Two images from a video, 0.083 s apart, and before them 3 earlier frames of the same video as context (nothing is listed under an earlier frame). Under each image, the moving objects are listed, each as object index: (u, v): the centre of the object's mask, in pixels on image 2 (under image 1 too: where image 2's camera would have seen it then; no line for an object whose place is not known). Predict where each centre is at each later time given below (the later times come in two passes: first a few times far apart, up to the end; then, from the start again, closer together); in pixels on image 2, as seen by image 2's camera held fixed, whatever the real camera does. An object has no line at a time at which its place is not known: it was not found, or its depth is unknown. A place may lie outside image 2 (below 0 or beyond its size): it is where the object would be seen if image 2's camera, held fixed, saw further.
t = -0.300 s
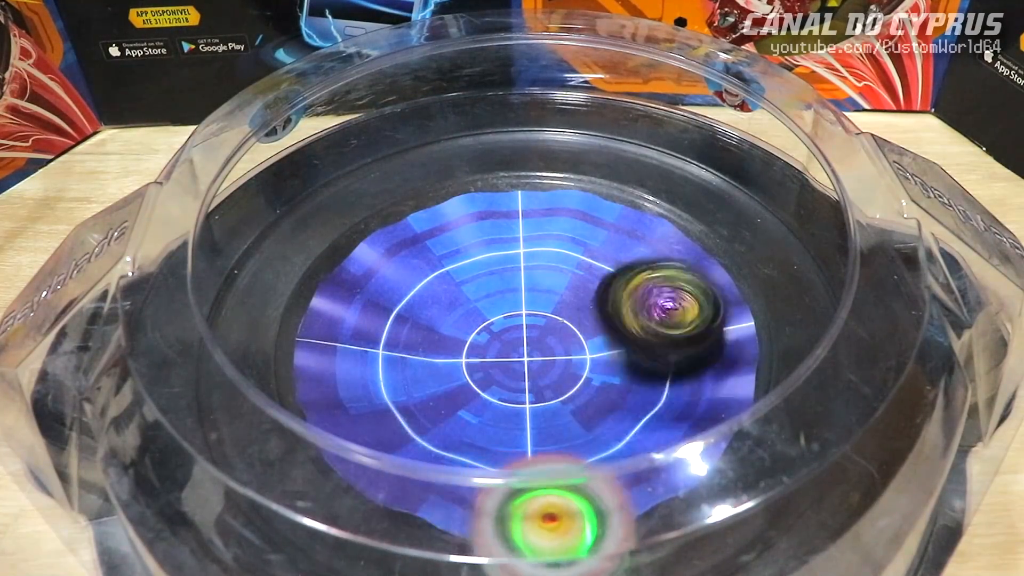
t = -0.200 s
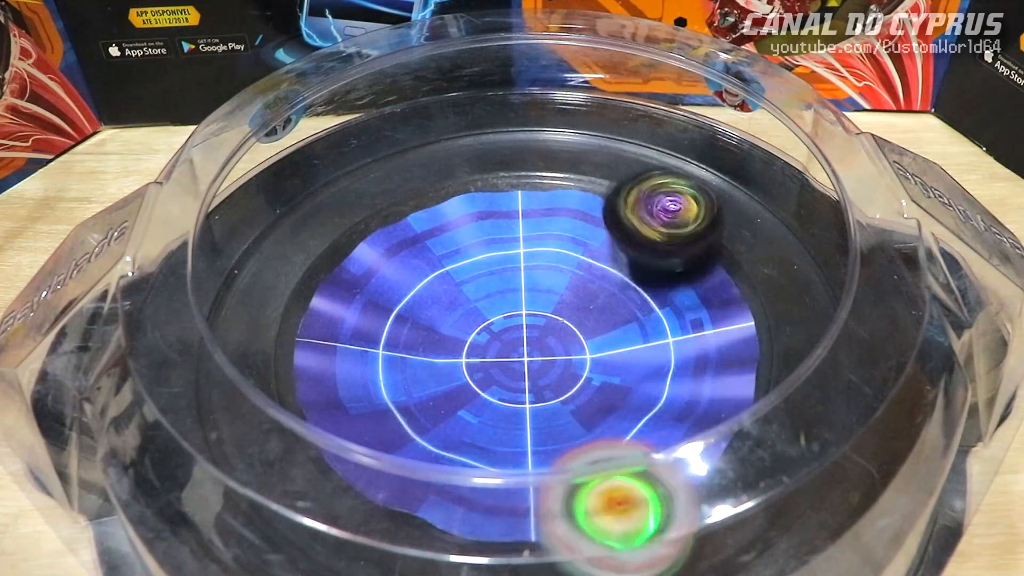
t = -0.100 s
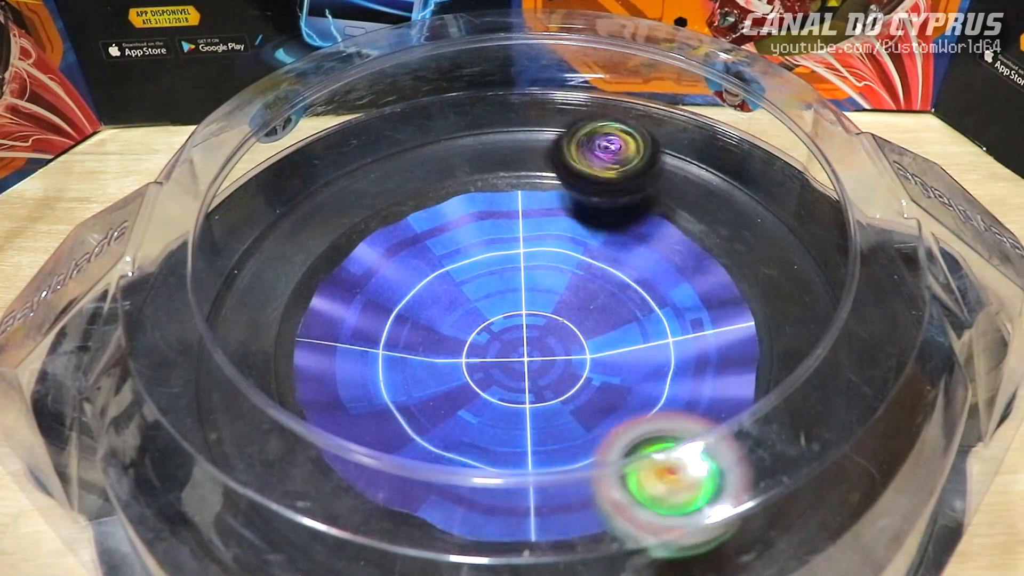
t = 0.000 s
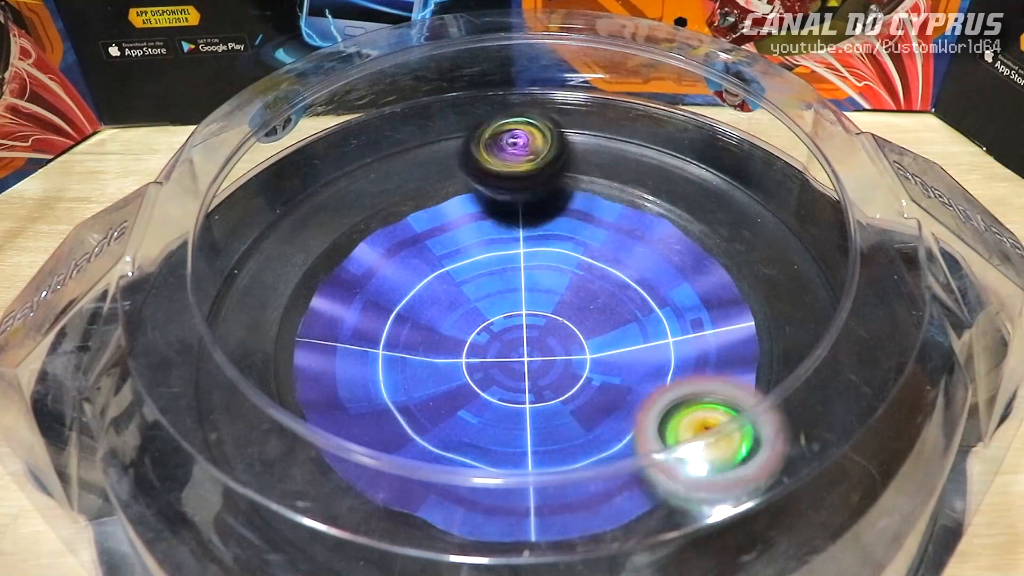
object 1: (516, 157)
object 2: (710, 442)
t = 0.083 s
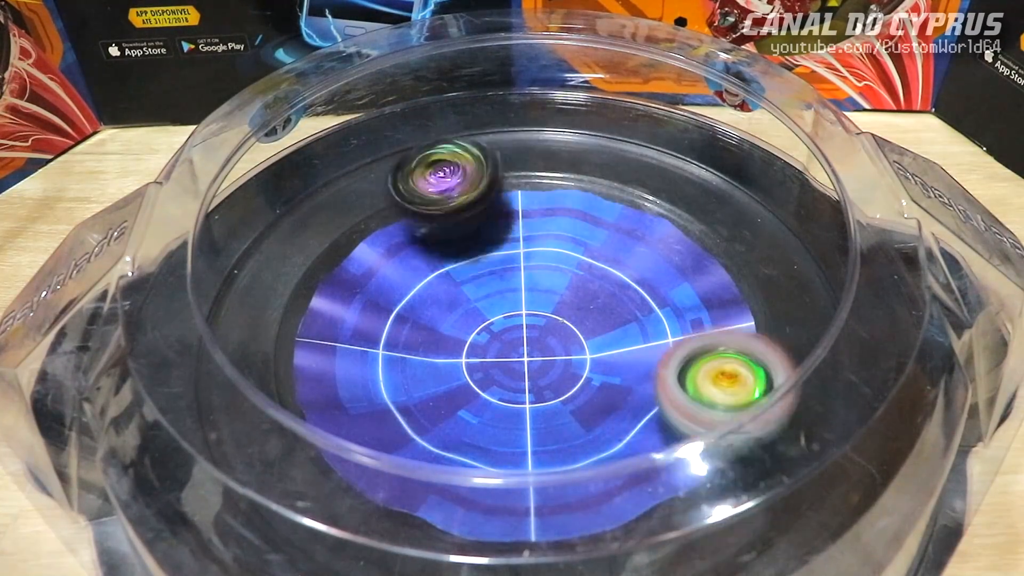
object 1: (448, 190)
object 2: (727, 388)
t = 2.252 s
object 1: (466, 417)
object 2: (667, 306)
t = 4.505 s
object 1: (453, 346)
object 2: (295, 333)
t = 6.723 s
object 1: (507, 307)
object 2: (579, 169)
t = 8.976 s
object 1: (519, 322)
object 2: (327, 203)
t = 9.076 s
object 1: (527, 324)
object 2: (223, 318)
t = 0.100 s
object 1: (436, 199)
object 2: (727, 374)
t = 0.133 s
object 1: (412, 216)
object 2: (727, 349)
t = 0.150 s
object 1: (404, 235)
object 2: (728, 337)
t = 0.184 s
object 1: (391, 264)
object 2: (722, 306)
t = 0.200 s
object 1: (387, 278)
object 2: (717, 291)
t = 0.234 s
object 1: (390, 317)
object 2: (702, 261)
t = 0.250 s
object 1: (393, 337)
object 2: (691, 247)
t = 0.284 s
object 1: (412, 370)
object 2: (665, 219)
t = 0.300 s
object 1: (424, 386)
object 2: (650, 207)
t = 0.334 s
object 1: (462, 410)
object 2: (614, 188)
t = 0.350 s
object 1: (479, 415)
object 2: (595, 179)
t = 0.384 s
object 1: (524, 423)
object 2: (553, 166)
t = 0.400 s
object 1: (542, 425)
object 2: (531, 161)
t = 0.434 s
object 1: (590, 423)
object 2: (488, 157)
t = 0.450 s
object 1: (608, 420)
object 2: (467, 157)
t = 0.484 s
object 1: (649, 408)
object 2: (422, 160)
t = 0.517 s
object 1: (679, 393)
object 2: (380, 168)
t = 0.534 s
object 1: (694, 386)
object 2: (359, 175)
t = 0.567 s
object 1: (714, 370)
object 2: (321, 191)
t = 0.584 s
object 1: (721, 362)
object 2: (304, 199)
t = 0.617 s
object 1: (735, 343)
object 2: (275, 215)
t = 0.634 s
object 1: (738, 331)
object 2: (262, 222)
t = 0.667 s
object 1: (732, 307)
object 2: (238, 235)
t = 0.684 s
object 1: (728, 295)
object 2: (226, 243)
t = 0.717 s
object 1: (711, 275)
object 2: (206, 254)
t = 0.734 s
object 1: (701, 268)
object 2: (203, 263)
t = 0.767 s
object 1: (678, 251)
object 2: (203, 283)
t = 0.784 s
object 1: (663, 243)
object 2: (202, 296)
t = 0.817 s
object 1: (630, 232)
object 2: (201, 316)
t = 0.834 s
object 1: (609, 229)
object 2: (200, 327)
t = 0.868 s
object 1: (572, 223)
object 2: (199, 344)
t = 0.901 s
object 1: (528, 223)
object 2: (200, 357)
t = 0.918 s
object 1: (508, 226)
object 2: (200, 363)
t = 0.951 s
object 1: (467, 238)
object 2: (200, 374)
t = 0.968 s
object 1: (451, 245)
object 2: (201, 379)
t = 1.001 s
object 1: (410, 258)
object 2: (204, 390)
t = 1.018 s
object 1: (396, 269)
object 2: (206, 395)
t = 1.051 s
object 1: (364, 290)
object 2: (210, 404)
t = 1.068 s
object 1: (352, 304)
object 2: (214, 407)
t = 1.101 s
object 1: (335, 327)
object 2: (219, 414)
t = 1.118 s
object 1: (333, 348)
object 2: (222, 417)
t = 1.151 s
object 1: (337, 366)
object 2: (219, 428)
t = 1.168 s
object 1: (345, 376)
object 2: (214, 438)
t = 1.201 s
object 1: (371, 394)
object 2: (223, 449)
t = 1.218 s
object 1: (383, 402)
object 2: (235, 452)
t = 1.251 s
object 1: (416, 415)
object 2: (252, 457)
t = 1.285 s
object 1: (452, 424)
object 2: (263, 465)
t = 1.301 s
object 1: (471, 426)
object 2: (267, 469)
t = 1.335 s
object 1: (515, 427)
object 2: (271, 476)
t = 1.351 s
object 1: (535, 426)
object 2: (272, 480)
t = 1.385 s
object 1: (580, 416)
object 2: (269, 490)
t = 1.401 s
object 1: (596, 411)
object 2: (268, 495)
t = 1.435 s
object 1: (630, 395)
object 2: (271, 501)
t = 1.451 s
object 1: (646, 385)
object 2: (276, 504)
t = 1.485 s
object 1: (663, 359)
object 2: (294, 508)
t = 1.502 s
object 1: (671, 346)
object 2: (304, 510)
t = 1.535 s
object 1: (677, 315)
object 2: (326, 513)
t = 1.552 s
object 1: (677, 301)
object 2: (333, 514)
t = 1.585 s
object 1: (670, 273)
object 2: (344, 516)
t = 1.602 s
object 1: (663, 262)
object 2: (348, 516)
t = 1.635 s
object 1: (648, 239)
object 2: (354, 515)
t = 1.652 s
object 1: (638, 229)
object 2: (357, 515)
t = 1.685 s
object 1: (614, 211)
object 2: (361, 513)
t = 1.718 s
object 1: (586, 196)
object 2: (363, 511)
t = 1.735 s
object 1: (569, 190)
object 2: (365, 509)
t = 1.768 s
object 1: (539, 188)
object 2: (367, 505)
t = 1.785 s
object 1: (522, 186)
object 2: (368, 502)
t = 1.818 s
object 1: (492, 188)
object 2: (371, 496)
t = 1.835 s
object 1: (475, 190)
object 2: (372, 492)
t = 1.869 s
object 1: (447, 202)
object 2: (375, 484)
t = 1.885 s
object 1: (433, 206)
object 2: (378, 478)
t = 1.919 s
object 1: (405, 220)
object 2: (382, 471)
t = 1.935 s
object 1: (395, 232)
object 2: (386, 468)
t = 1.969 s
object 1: (373, 254)
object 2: (401, 459)
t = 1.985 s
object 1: (365, 264)
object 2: (409, 454)
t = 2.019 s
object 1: (358, 292)
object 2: (431, 443)
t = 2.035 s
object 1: (355, 305)
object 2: (443, 438)
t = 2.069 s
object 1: (359, 341)
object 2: (470, 421)
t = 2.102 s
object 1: (374, 371)
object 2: (500, 413)
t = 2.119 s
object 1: (383, 382)
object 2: (518, 408)
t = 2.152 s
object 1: (399, 396)
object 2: (570, 396)
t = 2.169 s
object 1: (406, 400)
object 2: (592, 384)
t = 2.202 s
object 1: (429, 411)
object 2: (631, 357)
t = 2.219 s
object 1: (440, 413)
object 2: (646, 341)
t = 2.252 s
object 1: (466, 417)
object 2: (667, 306)
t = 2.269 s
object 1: (482, 418)
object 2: (672, 290)
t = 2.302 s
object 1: (511, 416)
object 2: (673, 258)
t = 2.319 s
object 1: (524, 414)
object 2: (671, 243)
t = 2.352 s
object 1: (553, 404)
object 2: (659, 214)
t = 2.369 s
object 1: (565, 398)
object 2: (650, 202)
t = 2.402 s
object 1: (584, 378)
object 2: (626, 180)
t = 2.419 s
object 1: (592, 367)
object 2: (614, 171)
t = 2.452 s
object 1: (601, 341)
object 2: (587, 155)
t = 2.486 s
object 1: (602, 314)
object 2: (554, 142)
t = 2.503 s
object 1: (598, 302)
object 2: (538, 138)
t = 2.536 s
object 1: (586, 278)
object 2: (503, 133)
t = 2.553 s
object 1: (579, 266)
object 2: (486, 133)
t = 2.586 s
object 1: (558, 248)
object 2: (454, 133)
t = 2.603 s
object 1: (547, 241)
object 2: (440, 133)
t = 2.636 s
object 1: (524, 229)
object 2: (415, 134)
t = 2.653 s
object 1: (513, 223)
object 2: (405, 134)
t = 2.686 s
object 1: (488, 220)
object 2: (389, 135)
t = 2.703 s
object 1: (478, 220)
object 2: (382, 135)
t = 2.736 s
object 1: (455, 221)
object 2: (371, 137)
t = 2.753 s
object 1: (446, 225)
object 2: (366, 137)
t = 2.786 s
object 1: (427, 231)
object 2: (359, 140)
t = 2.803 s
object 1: (418, 236)
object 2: (356, 142)
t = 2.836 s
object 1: (406, 249)
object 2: (350, 145)
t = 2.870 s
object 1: (398, 266)
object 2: (345, 148)
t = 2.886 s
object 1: (395, 275)
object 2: (343, 150)
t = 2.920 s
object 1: (396, 294)
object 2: (339, 154)
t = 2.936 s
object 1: (396, 302)
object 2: (337, 156)
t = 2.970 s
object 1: (408, 329)
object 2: (334, 161)
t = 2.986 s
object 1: (415, 335)
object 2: (332, 164)
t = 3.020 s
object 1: (442, 355)
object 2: (330, 169)
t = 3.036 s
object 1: (456, 363)
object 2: (330, 172)
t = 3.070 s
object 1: (490, 377)
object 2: (328, 178)
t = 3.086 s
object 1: (511, 379)
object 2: (327, 181)
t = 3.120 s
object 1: (545, 381)
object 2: (327, 187)
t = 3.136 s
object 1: (565, 379)
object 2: (327, 192)
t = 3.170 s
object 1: (598, 369)
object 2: (328, 206)
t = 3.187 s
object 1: (611, 361)
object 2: (330, 214)
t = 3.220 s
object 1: (636, 342)
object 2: (334, 233)
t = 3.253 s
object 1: (651, 322)
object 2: (339, 256)
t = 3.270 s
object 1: (655, 314)
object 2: (343, 269)
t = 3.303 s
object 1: (662, 293)
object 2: (350, 298)
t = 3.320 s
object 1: (661, 285)
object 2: (357, 313)
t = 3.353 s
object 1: (653, 271)
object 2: (377, 345)
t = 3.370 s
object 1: (651, 265)
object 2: (390, 361)
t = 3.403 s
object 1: (638, 252)
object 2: (426, 389)
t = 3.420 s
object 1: (629, 249)
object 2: (449, 400)
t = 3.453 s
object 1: (610, 243)
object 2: (497, 412)
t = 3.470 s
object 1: (600, 240)
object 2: (526, 414)
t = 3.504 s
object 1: (574, 239)
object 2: (579, 412)
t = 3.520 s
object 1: (561, 240)
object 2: (605, 407)
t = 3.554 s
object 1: (535, 248)
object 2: (653, 392)
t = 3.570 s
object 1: (519, 252)
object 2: (675, 381)
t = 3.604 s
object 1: (496, 267)
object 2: (712, 357)
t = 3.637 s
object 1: (470, 283)
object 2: (736, 327)
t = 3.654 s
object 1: (460, 291)
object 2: (744, 311)
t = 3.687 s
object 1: (446, 313)
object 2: (753, 280)
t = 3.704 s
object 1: (441, 323)
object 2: (754, 263)
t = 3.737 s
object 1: (433, 347)
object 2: (748, 233)
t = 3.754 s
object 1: (435, 359)
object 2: (741, 220)
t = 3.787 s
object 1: (441, 378)
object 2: (724, 195)
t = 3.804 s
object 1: (447, 389)
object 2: (715, 186)
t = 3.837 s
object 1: (465, 406)
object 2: (698, 169)
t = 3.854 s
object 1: (475, 410)
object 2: (690, 161)
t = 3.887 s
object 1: (496, 417)
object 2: (676, 150)
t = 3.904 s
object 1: (509, 418)
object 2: (670, 145)
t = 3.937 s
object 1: (534, 418)
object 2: (659, 139)
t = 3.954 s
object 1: (545, 417)
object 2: (654, 137)
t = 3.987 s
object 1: (570, 412)
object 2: (642, 135)
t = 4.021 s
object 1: (589, 405)
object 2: (630, 134)
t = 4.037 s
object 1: (597, 400)
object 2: (624, 135)
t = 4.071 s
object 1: (609, 383)
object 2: (612, 136)
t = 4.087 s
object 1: (612, 376)
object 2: (605, 137)
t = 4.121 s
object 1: (613, 355)
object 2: (588, 142)
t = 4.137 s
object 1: (610, 346)
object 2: (579, 144)
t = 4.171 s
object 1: (603, 326)
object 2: (557, 152)
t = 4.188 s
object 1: (597, 314)
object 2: (545, 156)
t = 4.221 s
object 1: (577, 296)
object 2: (517, 167)
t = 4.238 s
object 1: (567, 289)
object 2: (503, 172)
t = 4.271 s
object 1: (542, 274)
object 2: (473, 186)
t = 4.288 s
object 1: (529, 272)
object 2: (457, 192)
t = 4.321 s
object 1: (505, 276)
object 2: (419, 202)
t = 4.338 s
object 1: (498, 279)
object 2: (402, 206)
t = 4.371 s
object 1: (479, 289)
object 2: (367, 223)
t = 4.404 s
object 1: (466, 302)
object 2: (338, 243)
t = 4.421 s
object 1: (460, 308)
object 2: (326, 255)
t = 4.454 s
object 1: (453, 323)
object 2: (307, 283)
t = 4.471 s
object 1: (452, 330)
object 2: (300, 299)
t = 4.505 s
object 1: (453, 346)
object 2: (295, 333)
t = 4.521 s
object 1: (456, 353)
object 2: (298, 349)
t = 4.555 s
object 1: (469, 366)
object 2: (305, 382)
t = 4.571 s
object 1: (476, 370)
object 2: (315, 402)
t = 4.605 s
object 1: (494, 376)
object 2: (345, 437)
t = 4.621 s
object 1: (506, 380)
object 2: (364, 451)
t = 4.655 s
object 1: (524, 380)
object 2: (412, 472)
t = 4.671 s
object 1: (534, 379)
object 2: (441, 481)
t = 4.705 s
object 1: (555, 372)
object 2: (501, 486)
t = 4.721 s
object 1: (562, 368)
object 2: (534, 485)
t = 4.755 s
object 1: (573, 355)
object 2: (598, 478)
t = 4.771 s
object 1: (580, 350)
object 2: (624, 469)
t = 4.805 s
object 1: (582, 336)
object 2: (681, 443)
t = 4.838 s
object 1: (580, 321)
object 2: (726, 409)
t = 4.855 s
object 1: (578, 313)
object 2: (740, 391)
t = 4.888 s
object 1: (570, 302)
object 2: (761, 348)
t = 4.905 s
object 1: (564, 295)
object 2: (766, 329)
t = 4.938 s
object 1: (546, 286)
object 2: (769, 289)
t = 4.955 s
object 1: (540, 283)
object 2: (762, 268)
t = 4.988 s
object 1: (522, 279)
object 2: (746, 231)
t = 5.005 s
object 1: (512, 279)
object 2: (735, 215)
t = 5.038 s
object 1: (494, 280)
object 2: (704, 186)
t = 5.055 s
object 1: (486, 283)
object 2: (682, 172)
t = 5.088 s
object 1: (471, 289)
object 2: (637, 153)
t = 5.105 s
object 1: (465, 294)
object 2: (614, 148)
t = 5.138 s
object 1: (458, 303)
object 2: (561, 138)
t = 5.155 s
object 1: (456, 309)
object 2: (534, 136)
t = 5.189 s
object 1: (454, 319)
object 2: (480, 140)
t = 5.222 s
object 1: (455, 330)
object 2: (427, 150)
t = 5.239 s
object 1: (459, 336)
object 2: (399, 159)
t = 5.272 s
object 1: (472, 347)
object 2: (348, 177)
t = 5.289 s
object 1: (475, 349)
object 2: (325, 188)
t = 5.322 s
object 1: (489, 357)
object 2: (282, 209)
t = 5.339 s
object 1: (500, 360)
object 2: (264, 217)
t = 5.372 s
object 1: (517, 361)
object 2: (228, 234)
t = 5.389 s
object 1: (525, 361)
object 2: (214, 238)
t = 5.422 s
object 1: (539, 355)
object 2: (206, 257)
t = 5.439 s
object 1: (549, 354)
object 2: (205, 271)
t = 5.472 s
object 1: (560, 346)
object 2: (202, 294)
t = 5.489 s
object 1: (564, 341)
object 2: (200, 305)
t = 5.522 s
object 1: (569, 330)
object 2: (198, 326)
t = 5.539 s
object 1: (571, 325)
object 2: (198, 336)
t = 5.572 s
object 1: (573, 314)
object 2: (198, 352)
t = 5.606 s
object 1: (571, 306)
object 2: (202, 366)
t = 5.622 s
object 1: (568, 301)
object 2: (204, 373)
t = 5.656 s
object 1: (562, 295)
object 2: (205, 387)
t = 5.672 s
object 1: (556, 292)
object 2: (209, 394)
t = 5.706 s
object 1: (547, 289)
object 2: (215, 406)
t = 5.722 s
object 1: (541, 287)
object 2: (217, 412)
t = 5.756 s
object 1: (531, 287)
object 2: (225, 424)
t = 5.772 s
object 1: (525, 287)
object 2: (230, 430)
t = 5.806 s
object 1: (513, 289)
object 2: (239, 441)
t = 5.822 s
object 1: (508, 291)
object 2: (246, 446)
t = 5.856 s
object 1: (498, 297)
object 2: (256, 456)
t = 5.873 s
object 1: (494, 300)
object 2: (263, 462)
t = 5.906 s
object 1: (487, 309)
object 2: (278, 470)
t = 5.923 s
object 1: (484, 312)
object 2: (285, 474)
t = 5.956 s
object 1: (483, 322)
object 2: (302, 481)
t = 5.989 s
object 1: (485, 331)
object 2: (319, 488)
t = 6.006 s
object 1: (486, 336)
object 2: (328, 491)
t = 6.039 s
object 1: (491, 344)
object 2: (348, 496)
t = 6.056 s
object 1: (493, 348)
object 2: (356, 497)
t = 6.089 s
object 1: (500, 353)
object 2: (377, 500)
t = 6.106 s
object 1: (504, 354)
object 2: (388, 501)
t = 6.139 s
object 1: (515, 357)
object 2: (409, 501)
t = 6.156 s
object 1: (520, 357)
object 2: (420, 502)
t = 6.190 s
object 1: (528, 357)
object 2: (443, 501)
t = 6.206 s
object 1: (532, 358)
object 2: (455, 500)
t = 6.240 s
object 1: (539, 356)
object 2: (480, 496)
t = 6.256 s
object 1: (542, 353)
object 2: (493, 494)
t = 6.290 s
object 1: (546, 350)
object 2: (525, 488)
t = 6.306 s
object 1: (547, 348)
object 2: (540, 482)
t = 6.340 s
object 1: (552, 345)
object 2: (572, 471)
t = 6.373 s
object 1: (554, 340)
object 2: (602, 453)
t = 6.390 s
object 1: (555, 338)
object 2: (617, 443)
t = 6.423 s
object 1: (554, 332)
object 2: (643, 409)
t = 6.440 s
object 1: (552, 330)
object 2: (659, 399)
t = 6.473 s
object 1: (550, 325)
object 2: (683, 377)
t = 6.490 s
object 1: (549, 322)
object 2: (692, 364)
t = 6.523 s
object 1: (544, 316)
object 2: (703, 331)
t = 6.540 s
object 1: (541, 314)
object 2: (704, 313)
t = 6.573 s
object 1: (536, 309)
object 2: (700, 278)
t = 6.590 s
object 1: (534, 309)
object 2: (693, 263)
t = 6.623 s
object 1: (526, 308)
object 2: (675, 233)
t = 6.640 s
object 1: (523, 308)
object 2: (662, 219)
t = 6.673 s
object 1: (516, 307)
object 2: (632, 195)
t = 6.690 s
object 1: (513, 308)
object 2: (615, 185)
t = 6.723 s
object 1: (507, 307)
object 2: (579, 169)
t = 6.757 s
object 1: (501, 310)
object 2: (537, 157)
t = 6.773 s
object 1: (499, 311)
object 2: (516, 154)
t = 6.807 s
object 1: (495, 313)
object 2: (473, 151)
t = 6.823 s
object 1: (495, 314)
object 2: (453, 152)
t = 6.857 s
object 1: (494, 318)
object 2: (412, 158)
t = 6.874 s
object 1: (492, 319)
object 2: (390, 164)
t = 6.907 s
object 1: (487, 322)
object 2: (354, 181)
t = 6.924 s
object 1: (487, 323)
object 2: (337, 192)
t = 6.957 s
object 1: (490, 325)
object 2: (308, 216)
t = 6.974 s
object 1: (492, 328)
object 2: (294, 231)
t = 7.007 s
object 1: (492, 331)
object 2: (272, 256)
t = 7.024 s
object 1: (491, 334)
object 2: (262, 266)
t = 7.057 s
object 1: (490, 335)
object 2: (249, 289)
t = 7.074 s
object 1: (492, 336)
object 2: (242, 298)
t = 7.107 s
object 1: (494, 336)
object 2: (234, 315)
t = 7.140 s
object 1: (496, 338)
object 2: (234, 328)
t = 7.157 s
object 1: (497, 338)
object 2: (234, 333)
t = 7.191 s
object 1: (499, 340)
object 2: (240, 346)
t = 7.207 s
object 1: (500, 341)
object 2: (241, 351)
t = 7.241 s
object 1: (501, 342)
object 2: (251, 364)
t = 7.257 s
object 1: (503, 341)
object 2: (254, 370)
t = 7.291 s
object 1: (509, 339)
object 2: (264, 382)
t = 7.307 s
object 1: (512, 339)
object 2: (269, 388)
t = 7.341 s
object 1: (514, 339)
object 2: (282, 401)
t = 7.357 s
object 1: (514, 337)
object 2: (290, 408)
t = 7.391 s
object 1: (517, 333)
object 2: (309, 422)
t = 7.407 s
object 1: (521, 330)
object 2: (322, 429)
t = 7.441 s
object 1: (524, 328)
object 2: (354, 441)
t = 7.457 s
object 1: (522, 326)
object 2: (372, 447)
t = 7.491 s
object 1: (518, 322)
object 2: (410, 457)
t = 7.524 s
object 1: (519, 317)
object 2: (455, 464)
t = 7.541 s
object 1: (519, 316)
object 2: (477, 465)
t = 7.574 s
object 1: (515, 313)
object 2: (528, 463)
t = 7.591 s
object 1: (513, 312)
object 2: (551, 458)
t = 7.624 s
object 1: (509, 311)
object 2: (599, 445)
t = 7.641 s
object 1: (509, 309)
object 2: (620, 436)
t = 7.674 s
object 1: (509, 309)
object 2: (658, 403)
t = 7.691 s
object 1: (509, 309)
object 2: (679, 390)
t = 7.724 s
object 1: (506, 310)
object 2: (707, 363)
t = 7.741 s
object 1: (505, 311)
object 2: (718, 348)
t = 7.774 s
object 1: (503, 311)
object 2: (727, 310)
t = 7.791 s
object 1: (503, 312)
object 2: (729, 293)
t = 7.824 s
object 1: (501, 312)
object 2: (721, 256)
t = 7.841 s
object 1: (500, 312)
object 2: (714, 241)
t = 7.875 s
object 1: (502, 313)
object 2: (694, 210)
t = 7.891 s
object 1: (504, 313)
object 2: (680, 197)
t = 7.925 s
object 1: (507, 317)
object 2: (647, 172)
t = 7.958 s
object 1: (505, 318)
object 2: (611, 155)
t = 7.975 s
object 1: (504, 320)
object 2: (592, 147)
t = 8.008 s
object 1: (509, 319)
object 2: (549, 138)
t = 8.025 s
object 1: (513, 318)
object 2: (527, 136)
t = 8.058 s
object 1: (518, 320)
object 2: (484, 139)
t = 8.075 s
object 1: (520, 321)
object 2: (460, 143)
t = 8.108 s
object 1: (518, 321)
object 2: (417, 155)
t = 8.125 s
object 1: (518, 320)
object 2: (395, 164)
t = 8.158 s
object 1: (522, 317)
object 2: (355, 185)
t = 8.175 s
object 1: (524, 316)
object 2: (336, 199)
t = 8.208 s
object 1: (529, 317)
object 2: (306, 232)
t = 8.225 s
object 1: (530, 318)
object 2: (293, 249)
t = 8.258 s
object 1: (528, 319)
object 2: (278, 293)
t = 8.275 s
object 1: (525, 320)
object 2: (276, 313)
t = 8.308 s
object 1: (522, 320)
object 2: (283, 358)
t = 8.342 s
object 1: (519, 320)
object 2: (307, 402)
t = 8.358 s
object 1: (518, 320)
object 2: (326, 426)
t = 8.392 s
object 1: (517, 317)
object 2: (378, 459)
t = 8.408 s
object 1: (518, 317)
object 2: (409, 472)
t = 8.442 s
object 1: (521, 315)
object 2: (483, 485)
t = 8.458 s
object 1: (524, 316)
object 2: (519, 485)
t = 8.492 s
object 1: (525, 317)
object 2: (597, 479)
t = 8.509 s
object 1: (527, 317)
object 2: (627, 468)
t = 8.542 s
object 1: (529, 319)
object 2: (694, 436)
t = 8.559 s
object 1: (529, 319)
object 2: (717, 421)
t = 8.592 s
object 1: (527, 321)
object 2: (755, 372)
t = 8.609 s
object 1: (526, 322)
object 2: (762, 349)
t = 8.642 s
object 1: (521, 321)
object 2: (769, 304)
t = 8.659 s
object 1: (520, 322)
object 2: (767, 283)
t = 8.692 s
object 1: (517, 319)
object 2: (749, 239)
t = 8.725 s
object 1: (518, 317)
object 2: (718, 204)
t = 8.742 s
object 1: (518, 317)
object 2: (700, 185)
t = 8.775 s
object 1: (521, 316)
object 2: (652, 162)
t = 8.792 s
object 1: (522, 317)
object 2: (626, 151)
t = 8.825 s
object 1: (523, 318)
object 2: (570, 140)
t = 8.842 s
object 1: (523, 319)
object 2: (542, 137)
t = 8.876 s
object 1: (521, 322)
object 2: (484, 140)
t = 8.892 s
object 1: (519, 322)
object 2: (456, 143)
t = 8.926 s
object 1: (516, 323)
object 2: (400, 161)
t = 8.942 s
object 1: (516, 323)
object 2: (374, 172)
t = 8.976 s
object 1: (519, 322)
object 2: (327, 203)
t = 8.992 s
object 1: (521, 322)
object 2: (308, 221)
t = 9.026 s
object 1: (523, 322)
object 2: (271, 261)
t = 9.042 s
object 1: (524, 322)
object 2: (256, 281)
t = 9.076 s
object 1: (527, 324)
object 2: (223, 318)
